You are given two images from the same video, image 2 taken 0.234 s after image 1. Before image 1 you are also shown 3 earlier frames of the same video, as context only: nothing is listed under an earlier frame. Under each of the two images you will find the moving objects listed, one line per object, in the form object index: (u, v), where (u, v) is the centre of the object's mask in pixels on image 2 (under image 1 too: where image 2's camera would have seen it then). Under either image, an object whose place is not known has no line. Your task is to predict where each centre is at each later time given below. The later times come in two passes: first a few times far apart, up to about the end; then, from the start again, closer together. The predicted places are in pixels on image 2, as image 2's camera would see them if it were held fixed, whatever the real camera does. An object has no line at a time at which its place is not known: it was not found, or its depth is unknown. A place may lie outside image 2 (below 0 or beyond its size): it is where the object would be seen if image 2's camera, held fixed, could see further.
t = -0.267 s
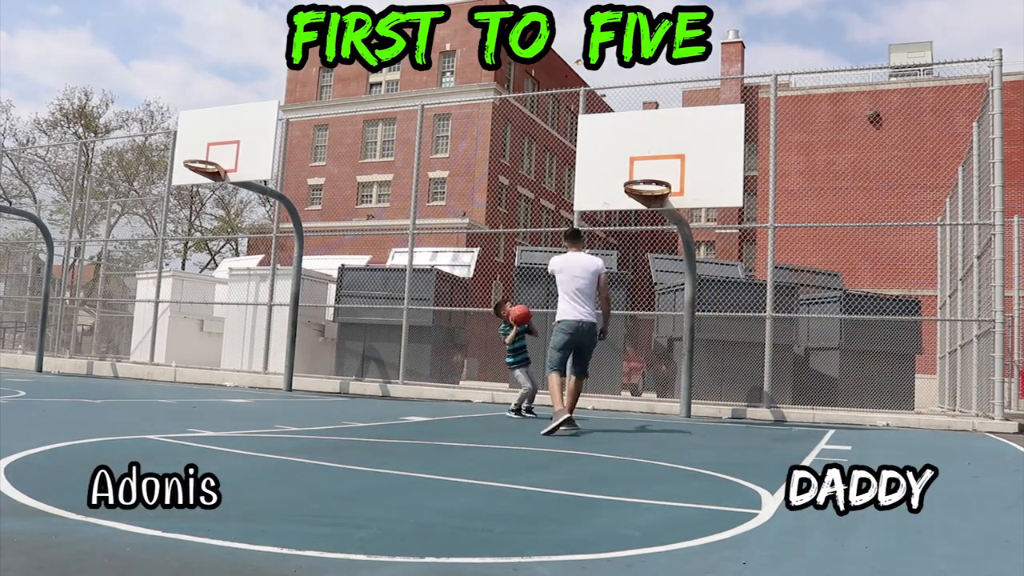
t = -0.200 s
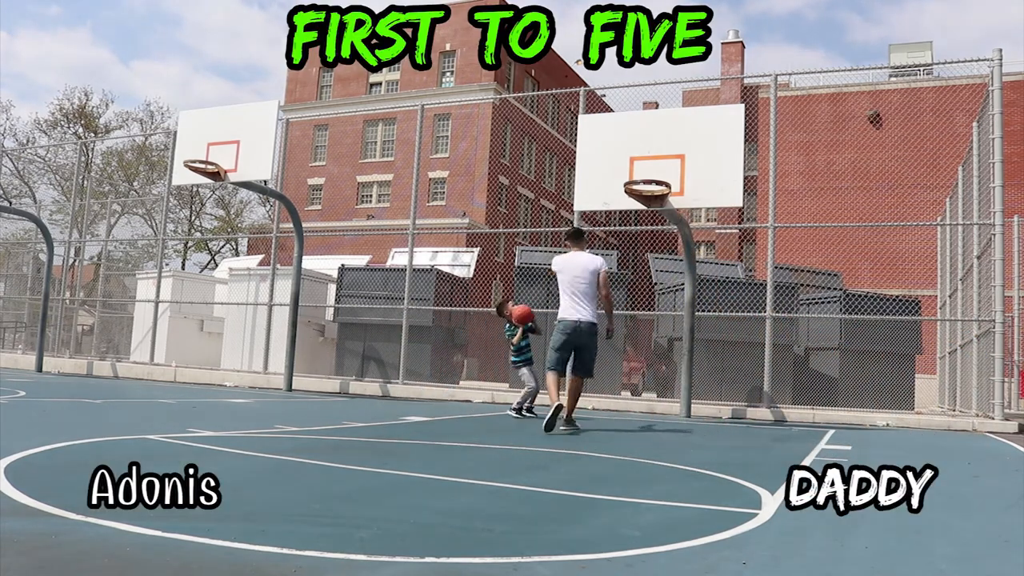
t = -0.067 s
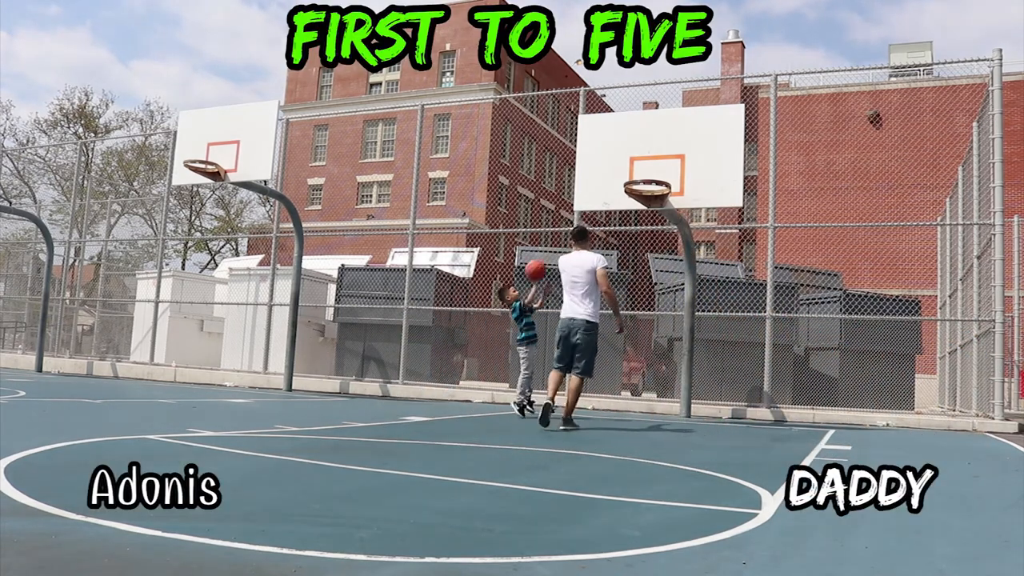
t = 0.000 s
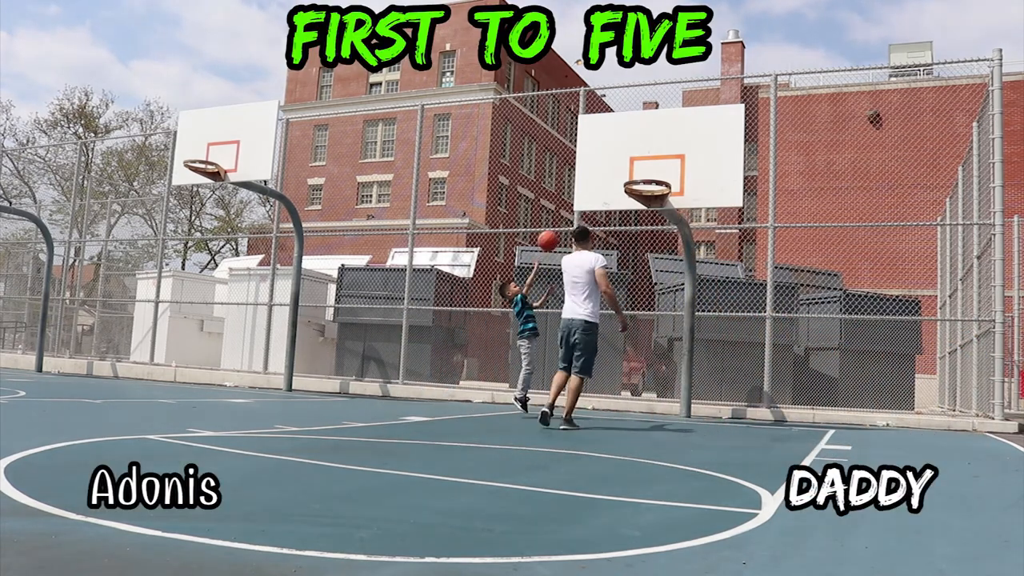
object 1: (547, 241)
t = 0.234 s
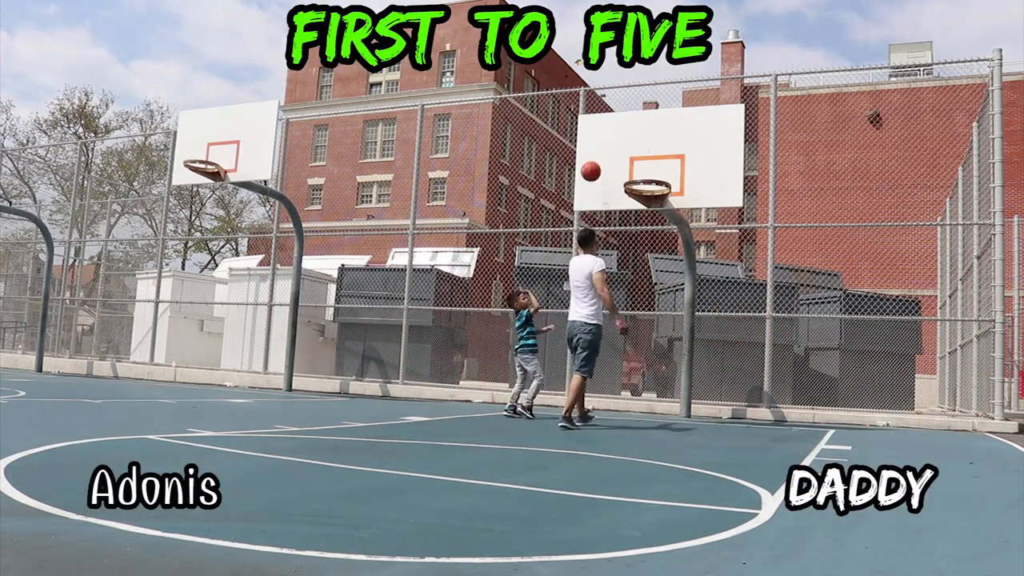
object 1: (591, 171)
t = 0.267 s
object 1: (596, 165)
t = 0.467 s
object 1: (632, 150)
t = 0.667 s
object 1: (666, 170)
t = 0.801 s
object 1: (692, 191)
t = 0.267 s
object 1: (596, 165)
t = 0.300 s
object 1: (602, 160)
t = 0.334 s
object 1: (608, 156)
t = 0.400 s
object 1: (620, 151)
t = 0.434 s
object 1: (626, 150)
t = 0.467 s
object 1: (632, 150)
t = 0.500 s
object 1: (637, 151)
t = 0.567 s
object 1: (649, 155)
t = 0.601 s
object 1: (655, 159)
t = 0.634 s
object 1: (661, 165)
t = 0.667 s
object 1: (666, 170)
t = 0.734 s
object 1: (679, 182)
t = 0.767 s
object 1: (685, 187)
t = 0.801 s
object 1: (692, 191)
